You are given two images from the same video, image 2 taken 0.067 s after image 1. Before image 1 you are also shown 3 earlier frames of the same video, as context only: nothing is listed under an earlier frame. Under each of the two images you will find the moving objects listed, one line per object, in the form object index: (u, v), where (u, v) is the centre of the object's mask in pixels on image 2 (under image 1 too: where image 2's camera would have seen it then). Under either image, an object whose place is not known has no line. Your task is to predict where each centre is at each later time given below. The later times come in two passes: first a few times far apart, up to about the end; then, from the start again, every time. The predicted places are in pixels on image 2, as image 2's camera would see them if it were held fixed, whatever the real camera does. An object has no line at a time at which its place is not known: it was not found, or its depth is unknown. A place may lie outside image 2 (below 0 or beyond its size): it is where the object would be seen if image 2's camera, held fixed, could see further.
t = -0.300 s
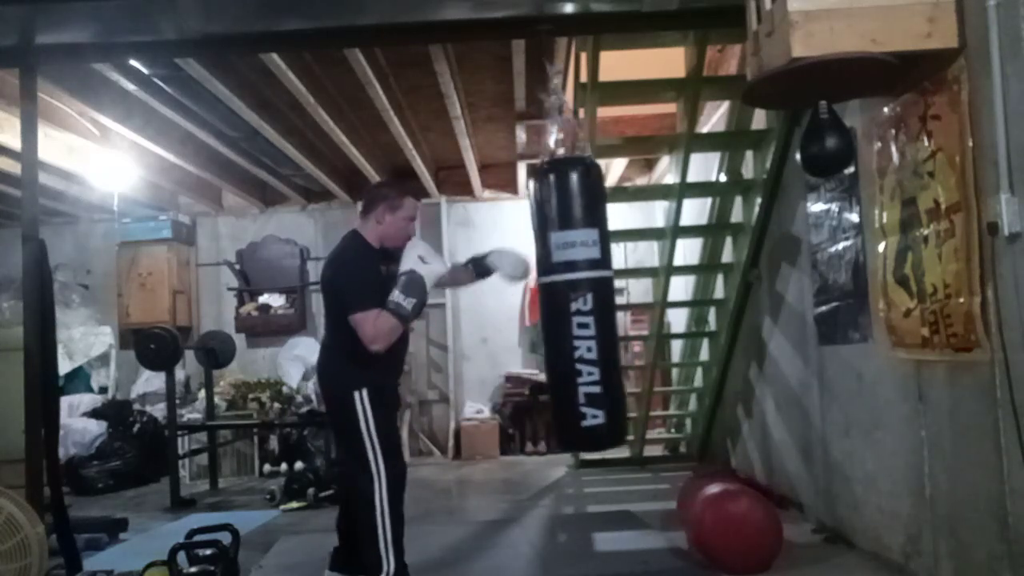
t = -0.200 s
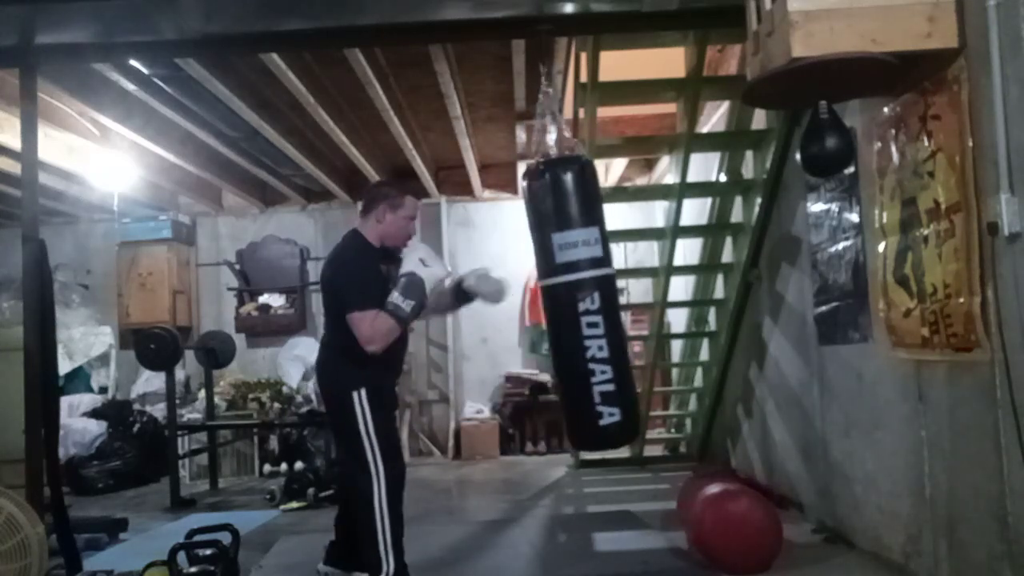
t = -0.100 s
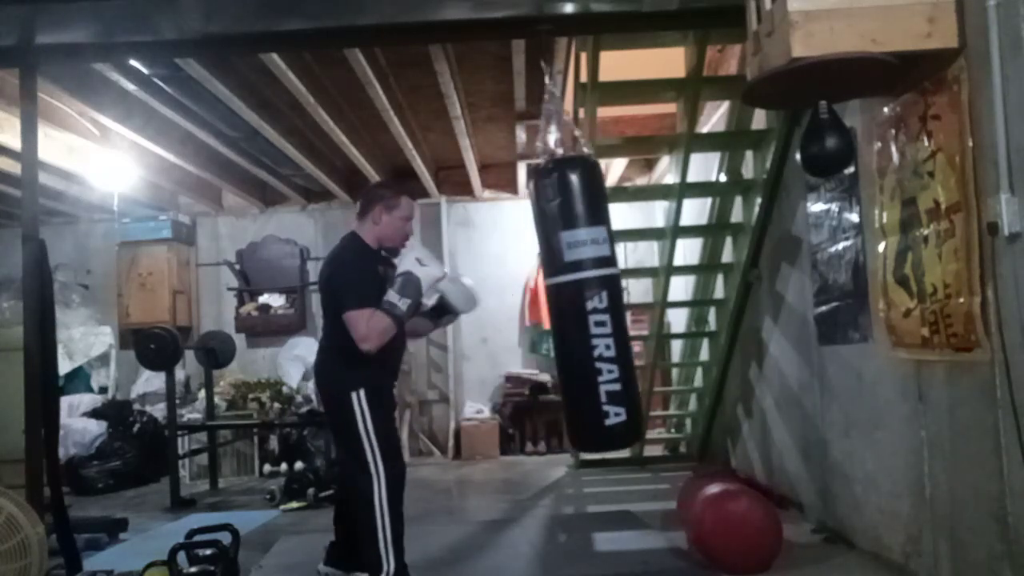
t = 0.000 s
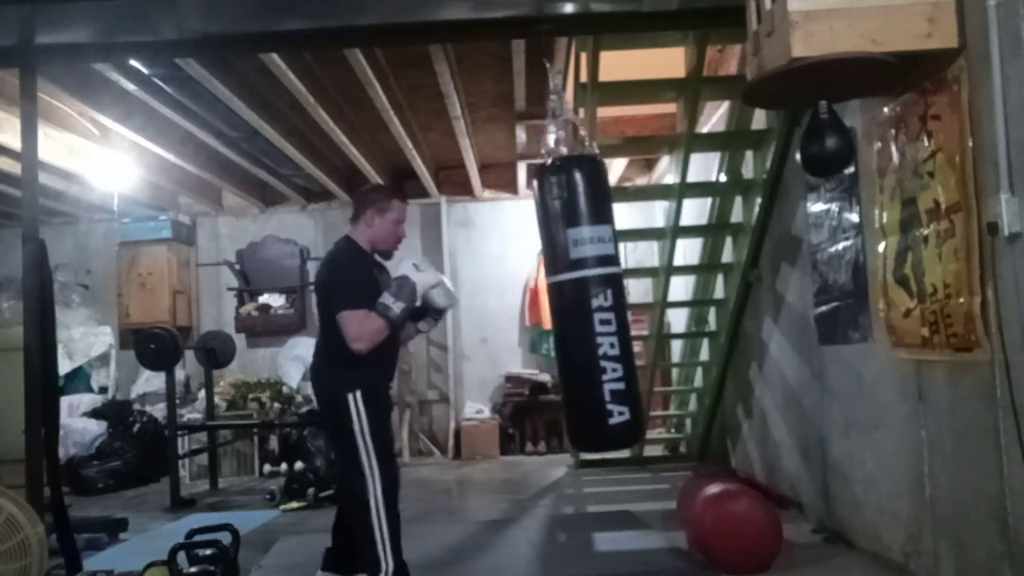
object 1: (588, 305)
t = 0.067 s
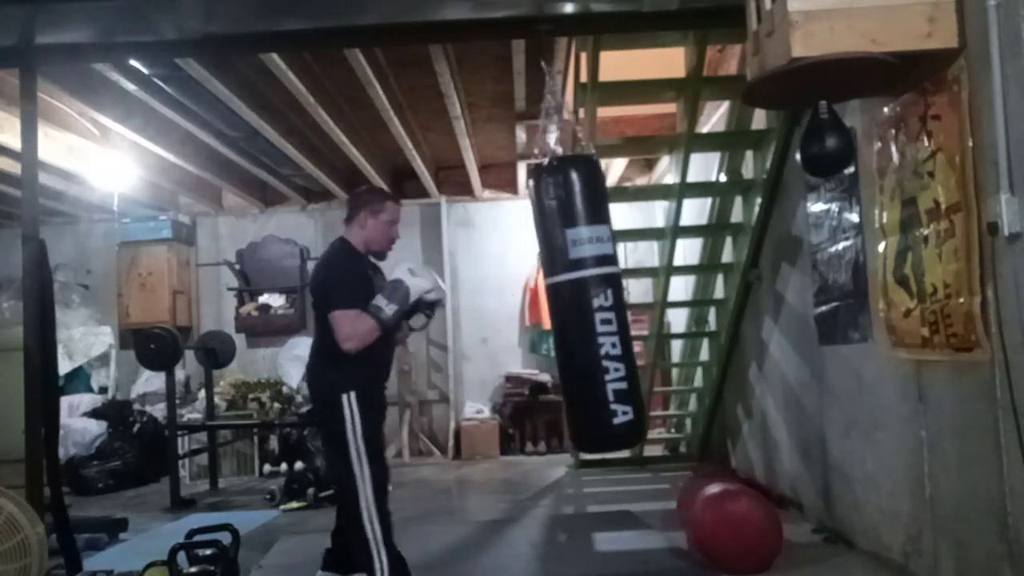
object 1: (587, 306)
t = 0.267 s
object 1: (581, 305)
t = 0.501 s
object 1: (565, 308)
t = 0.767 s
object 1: (544, 307)
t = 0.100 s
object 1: (586, 305)
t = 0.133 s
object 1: (585, 305)
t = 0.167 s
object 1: (585, 305)
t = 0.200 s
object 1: (584, 305)
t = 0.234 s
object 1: (582, 305)
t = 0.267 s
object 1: (581, 305)
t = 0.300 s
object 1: (579, 305)
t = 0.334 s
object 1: (577, 306)
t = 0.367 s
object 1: (574, 306)
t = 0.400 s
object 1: (572, 306)
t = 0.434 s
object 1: (569, 306)
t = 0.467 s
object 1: (567, 307)
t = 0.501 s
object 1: (565, 308)
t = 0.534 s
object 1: (562, 307)
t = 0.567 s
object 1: (559, 307)
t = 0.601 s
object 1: (556, 307)
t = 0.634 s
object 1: (553, 307)
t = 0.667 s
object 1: (551, 307)
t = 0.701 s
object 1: (549, 307)
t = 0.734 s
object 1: (546, 307)
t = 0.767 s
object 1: (544, 307)
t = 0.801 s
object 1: (541, 308)
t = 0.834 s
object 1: (539, 309)
